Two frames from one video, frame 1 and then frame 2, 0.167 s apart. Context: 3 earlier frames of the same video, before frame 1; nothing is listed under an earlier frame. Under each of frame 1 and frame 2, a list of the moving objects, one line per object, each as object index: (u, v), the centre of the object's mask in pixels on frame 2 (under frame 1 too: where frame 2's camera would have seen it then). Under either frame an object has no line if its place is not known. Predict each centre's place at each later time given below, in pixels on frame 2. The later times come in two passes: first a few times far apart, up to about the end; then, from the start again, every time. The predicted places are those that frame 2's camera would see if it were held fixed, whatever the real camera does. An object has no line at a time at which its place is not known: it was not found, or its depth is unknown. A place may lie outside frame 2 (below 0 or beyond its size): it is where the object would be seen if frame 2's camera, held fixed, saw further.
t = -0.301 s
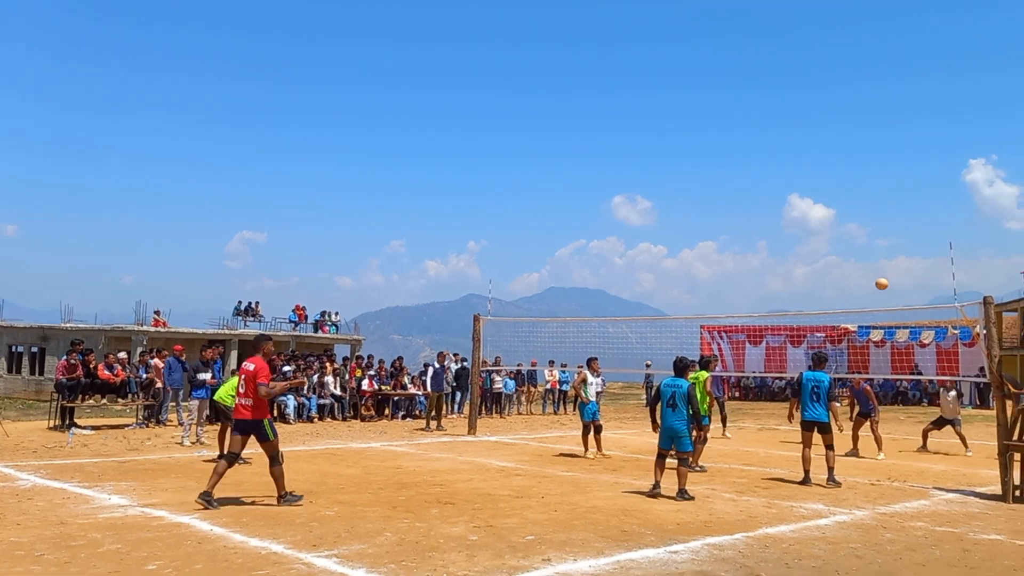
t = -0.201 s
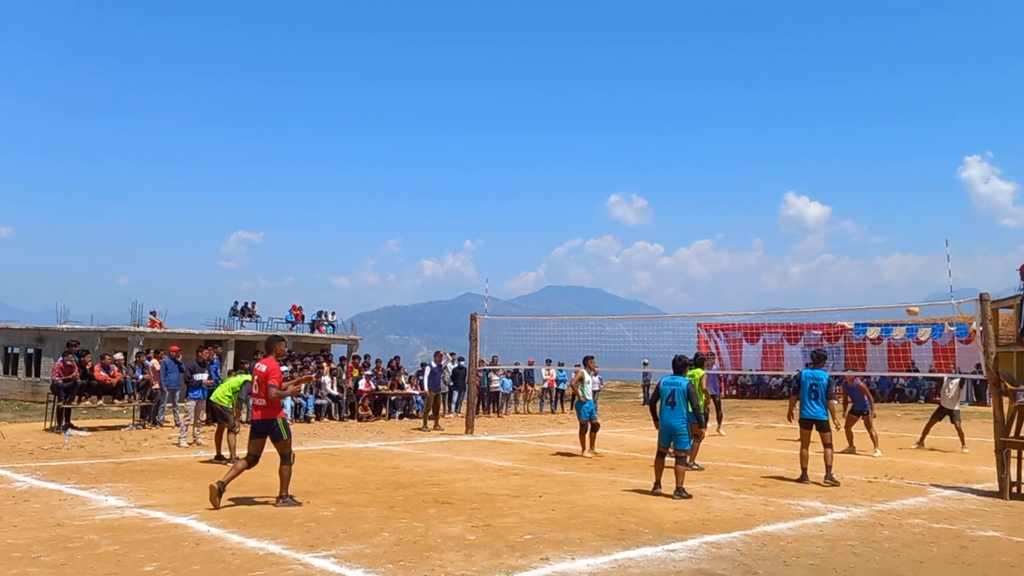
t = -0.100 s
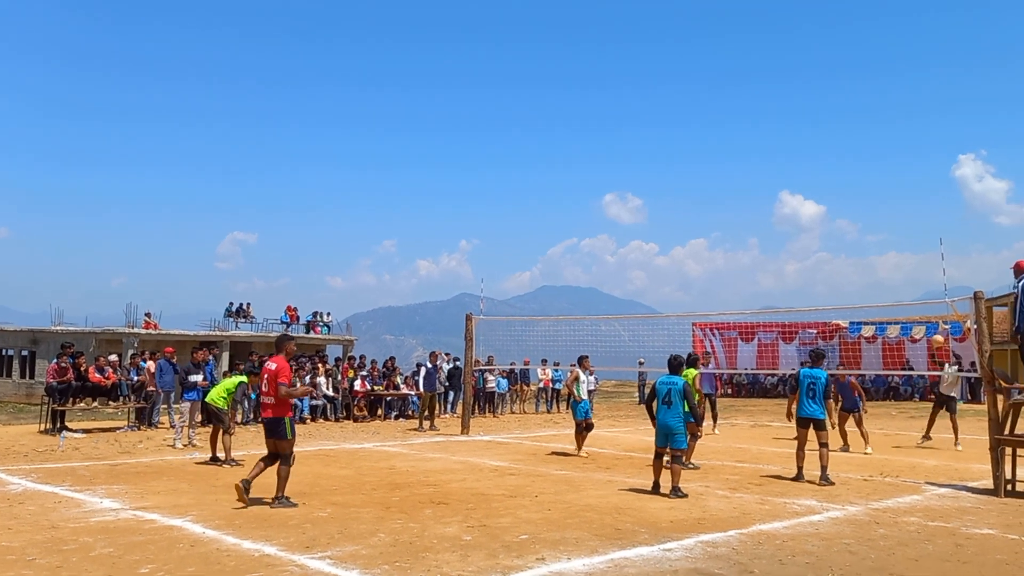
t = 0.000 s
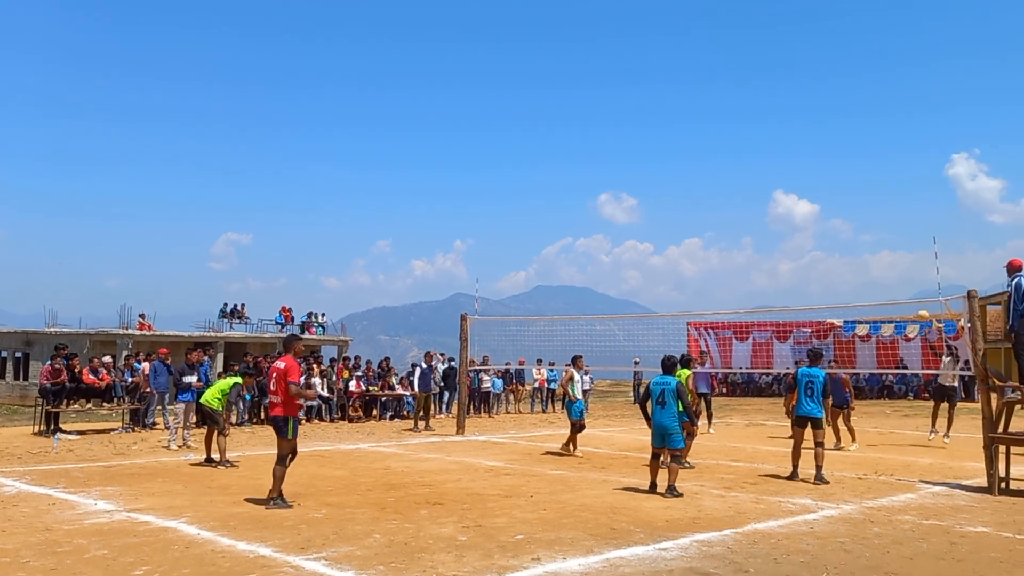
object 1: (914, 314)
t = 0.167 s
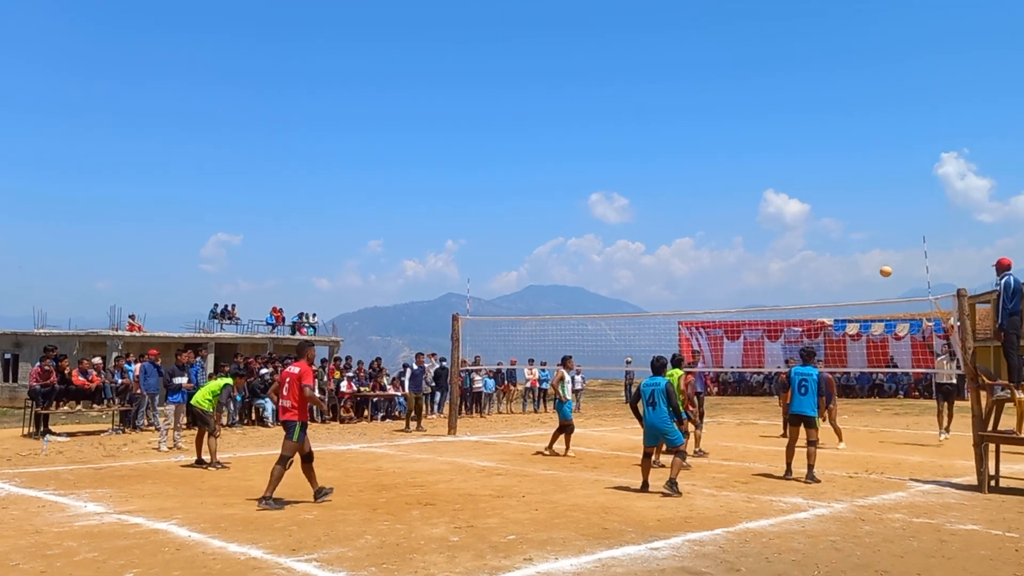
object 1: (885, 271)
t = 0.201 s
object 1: (880, 265)
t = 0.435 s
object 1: (843, 232)
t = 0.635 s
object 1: (811, 227)
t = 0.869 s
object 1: (774, 249)
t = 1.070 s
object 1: (742, 293)
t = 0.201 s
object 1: (880, 265)
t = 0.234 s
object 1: (875, 258)
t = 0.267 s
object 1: (869, 252)
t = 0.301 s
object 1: (864, 247)
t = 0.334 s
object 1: (859, 243)
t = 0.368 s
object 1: (854, 238)
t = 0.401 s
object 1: (848, 235)
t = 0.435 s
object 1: (843, 232)
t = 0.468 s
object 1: (838, 229)
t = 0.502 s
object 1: (832, 228)
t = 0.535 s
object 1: (827, 227)
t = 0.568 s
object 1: (822, 226)
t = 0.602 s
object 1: (817, 226)
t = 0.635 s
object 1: (811, 227)
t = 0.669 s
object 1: (806, 228)
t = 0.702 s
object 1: (801, 230)
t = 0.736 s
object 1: (795, 233)
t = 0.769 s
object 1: (790, 236)
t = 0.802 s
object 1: (785, 240)
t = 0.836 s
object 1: (779, 244)
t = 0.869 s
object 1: (774, 249)
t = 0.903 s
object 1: (769, 255)
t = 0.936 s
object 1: (764, 261)
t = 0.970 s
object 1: (759, 268)
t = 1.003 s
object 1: (753, 276)
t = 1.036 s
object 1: (748, 284)
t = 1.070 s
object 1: (742, 293)
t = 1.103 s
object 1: (737, 302)
